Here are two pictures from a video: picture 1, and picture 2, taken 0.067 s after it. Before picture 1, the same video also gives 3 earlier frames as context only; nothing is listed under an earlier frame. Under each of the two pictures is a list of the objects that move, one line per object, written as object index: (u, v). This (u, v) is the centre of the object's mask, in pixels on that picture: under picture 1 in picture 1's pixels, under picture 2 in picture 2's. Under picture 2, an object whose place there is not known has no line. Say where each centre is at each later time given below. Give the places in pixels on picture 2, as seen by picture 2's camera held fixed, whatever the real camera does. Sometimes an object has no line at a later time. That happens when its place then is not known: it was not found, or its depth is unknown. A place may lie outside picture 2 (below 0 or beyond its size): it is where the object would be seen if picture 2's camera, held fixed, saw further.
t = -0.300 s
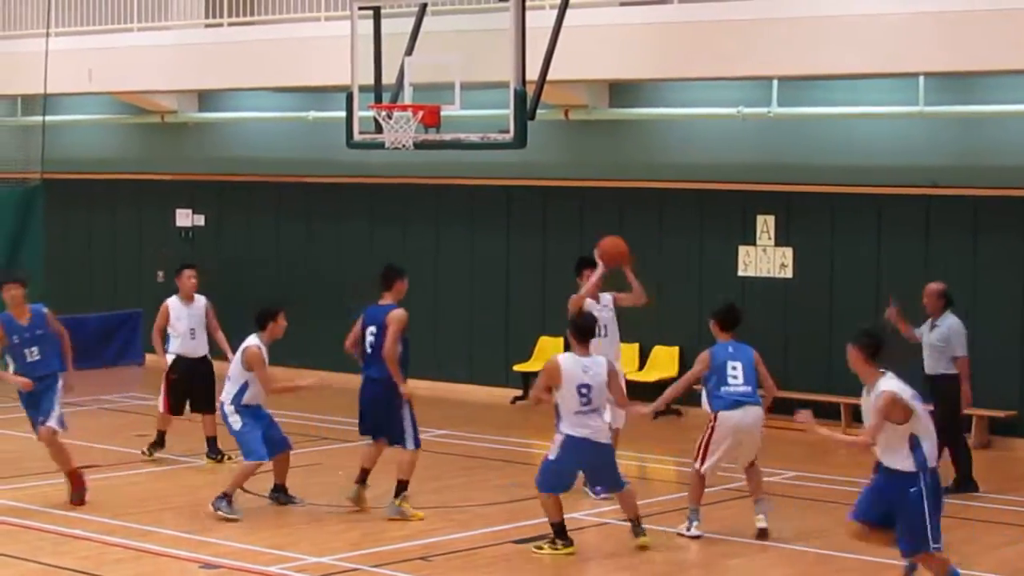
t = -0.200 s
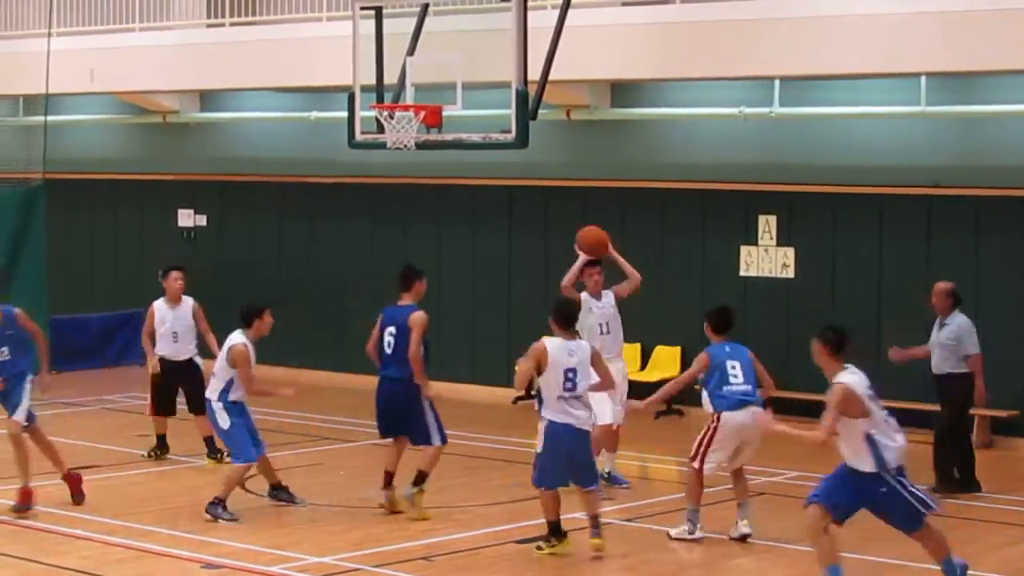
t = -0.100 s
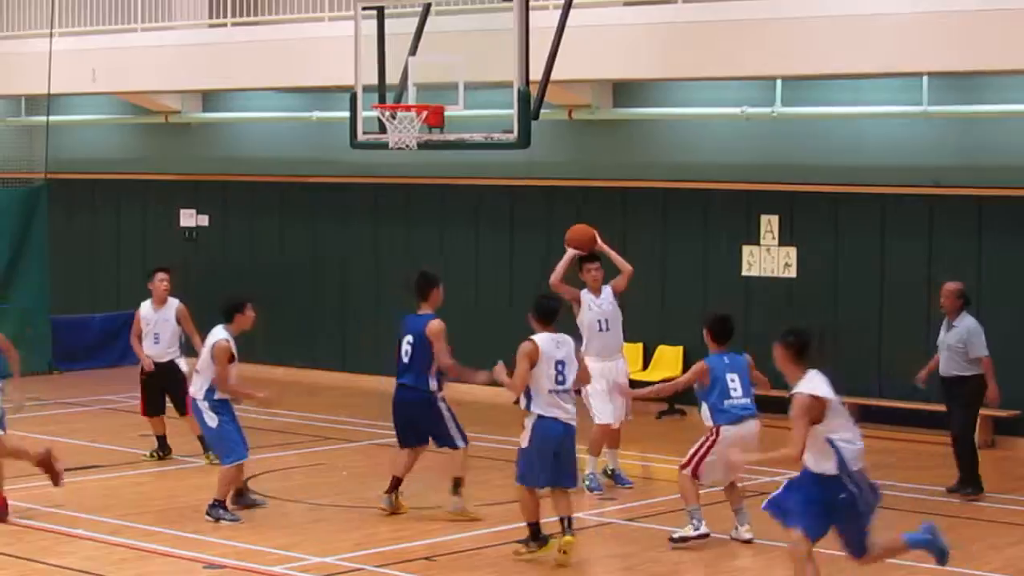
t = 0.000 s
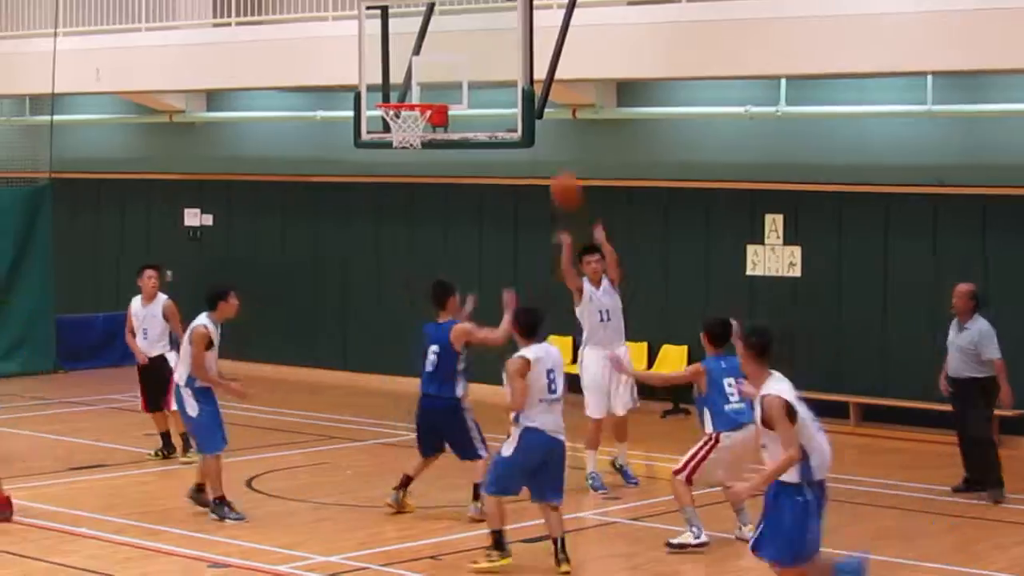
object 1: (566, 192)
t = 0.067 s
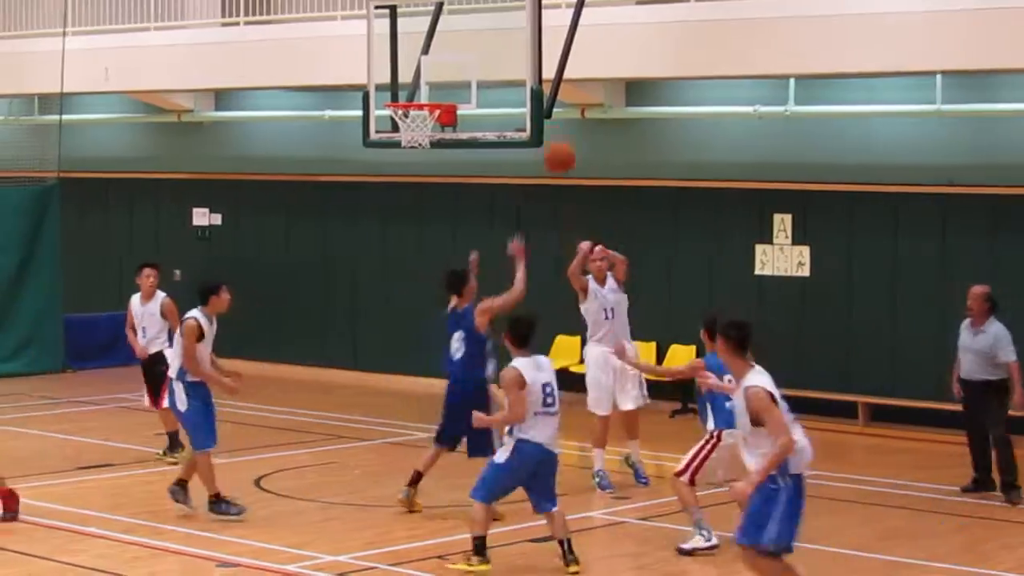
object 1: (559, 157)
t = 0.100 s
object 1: (550, 142)
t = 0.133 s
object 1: (542, 128)
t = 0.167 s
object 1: (534, 116)
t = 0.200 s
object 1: (525, 105)
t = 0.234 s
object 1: (515, 94)
